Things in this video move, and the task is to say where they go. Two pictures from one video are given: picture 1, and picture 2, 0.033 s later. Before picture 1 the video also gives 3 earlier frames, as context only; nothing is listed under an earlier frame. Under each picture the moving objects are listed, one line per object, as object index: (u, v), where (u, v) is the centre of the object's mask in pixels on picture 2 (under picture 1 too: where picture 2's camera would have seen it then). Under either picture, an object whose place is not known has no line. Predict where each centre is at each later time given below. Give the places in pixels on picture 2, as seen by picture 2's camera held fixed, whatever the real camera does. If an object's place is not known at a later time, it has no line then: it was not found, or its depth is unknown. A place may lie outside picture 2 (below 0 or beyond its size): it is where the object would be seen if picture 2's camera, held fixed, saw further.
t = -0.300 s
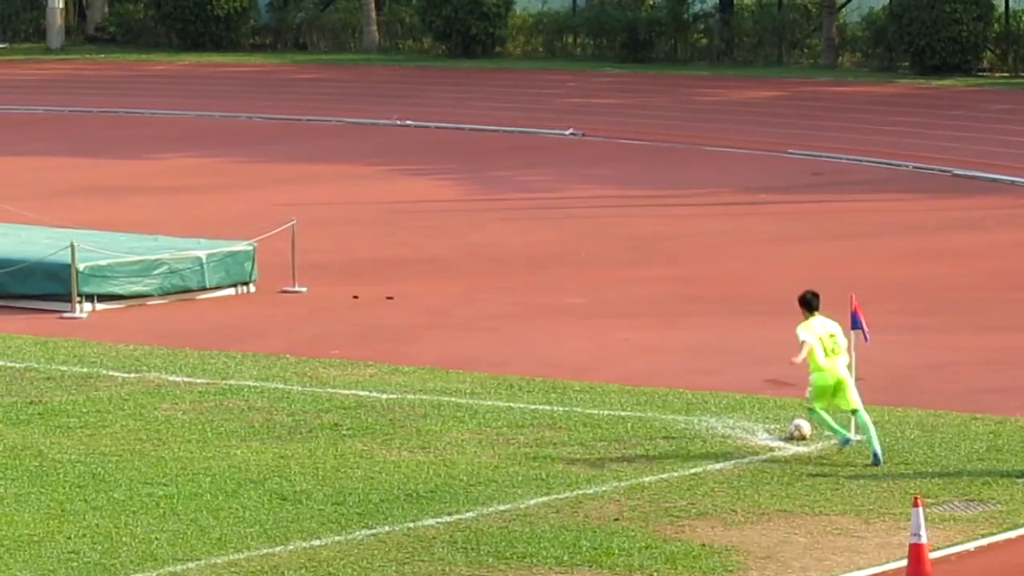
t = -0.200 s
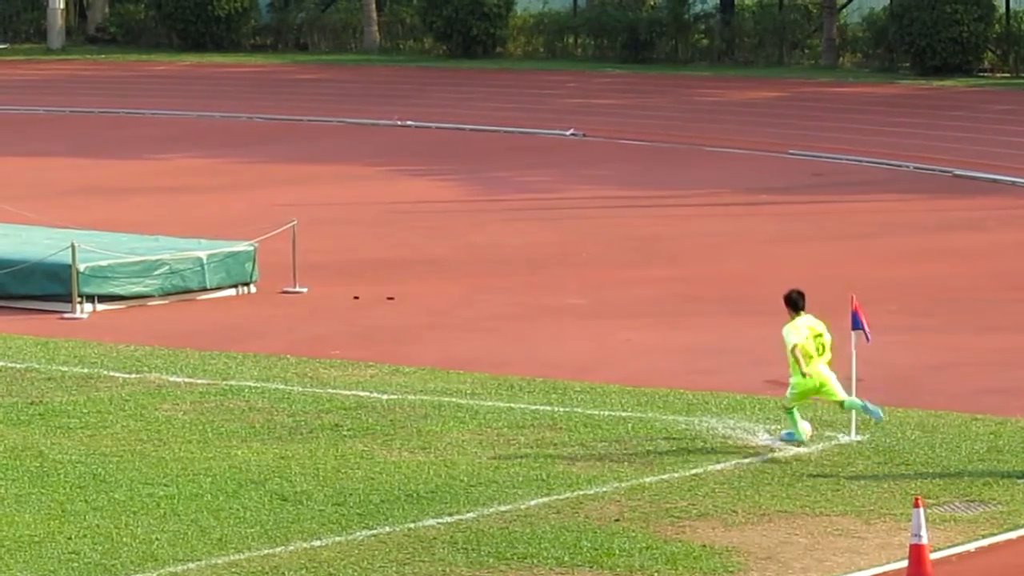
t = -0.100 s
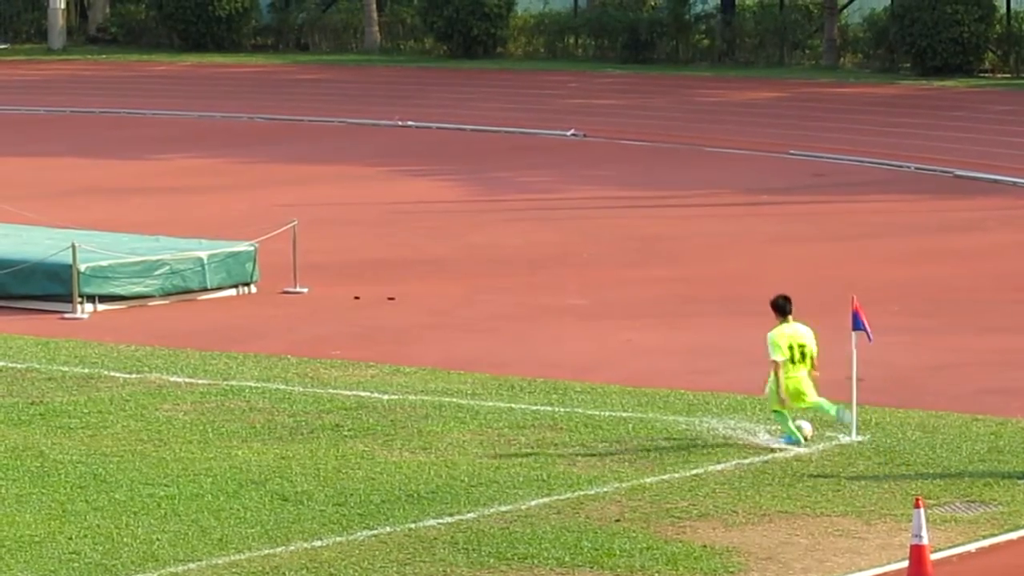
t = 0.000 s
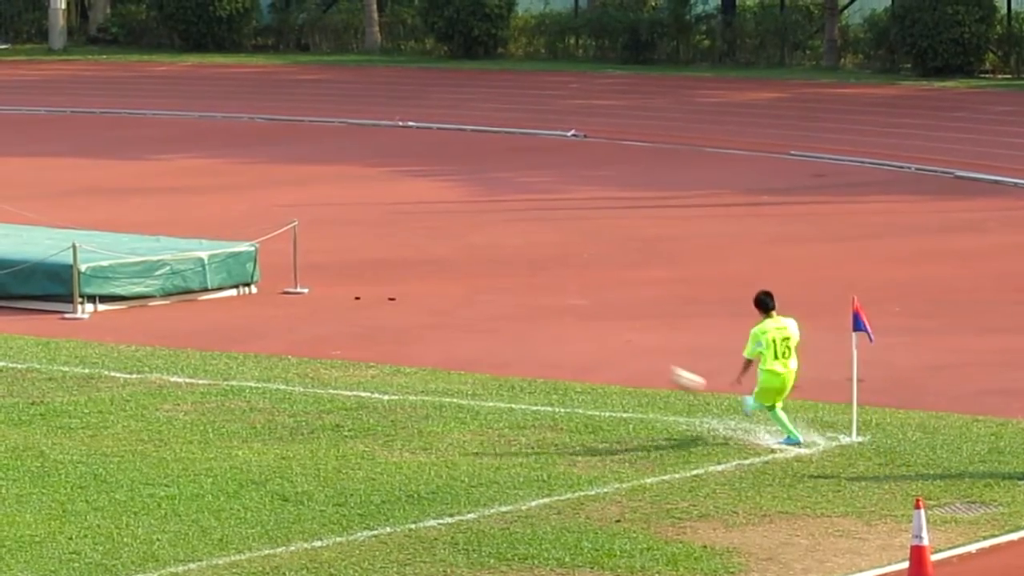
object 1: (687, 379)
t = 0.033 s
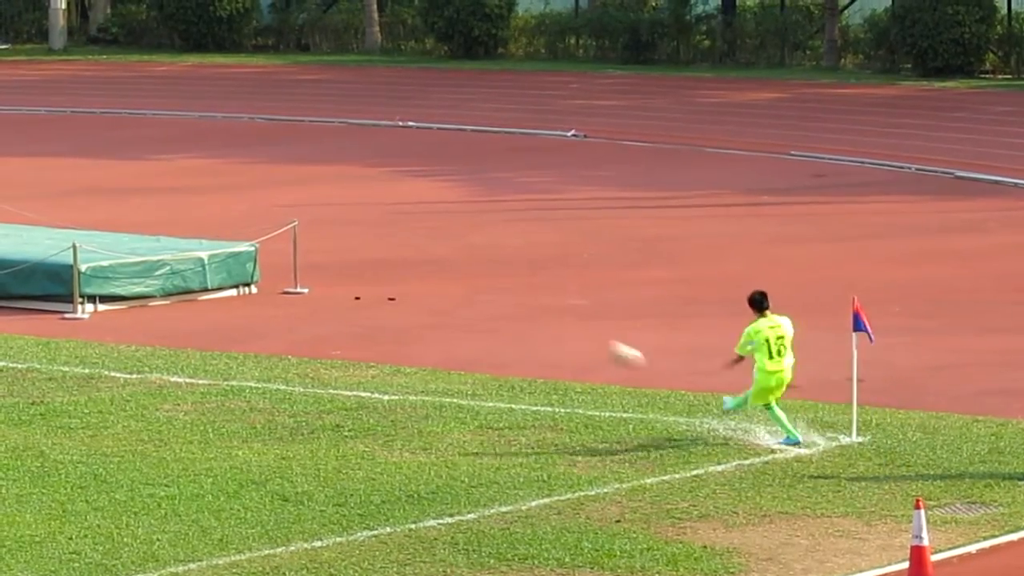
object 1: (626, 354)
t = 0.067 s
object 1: (565, 330)
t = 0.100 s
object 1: (506, 305)
